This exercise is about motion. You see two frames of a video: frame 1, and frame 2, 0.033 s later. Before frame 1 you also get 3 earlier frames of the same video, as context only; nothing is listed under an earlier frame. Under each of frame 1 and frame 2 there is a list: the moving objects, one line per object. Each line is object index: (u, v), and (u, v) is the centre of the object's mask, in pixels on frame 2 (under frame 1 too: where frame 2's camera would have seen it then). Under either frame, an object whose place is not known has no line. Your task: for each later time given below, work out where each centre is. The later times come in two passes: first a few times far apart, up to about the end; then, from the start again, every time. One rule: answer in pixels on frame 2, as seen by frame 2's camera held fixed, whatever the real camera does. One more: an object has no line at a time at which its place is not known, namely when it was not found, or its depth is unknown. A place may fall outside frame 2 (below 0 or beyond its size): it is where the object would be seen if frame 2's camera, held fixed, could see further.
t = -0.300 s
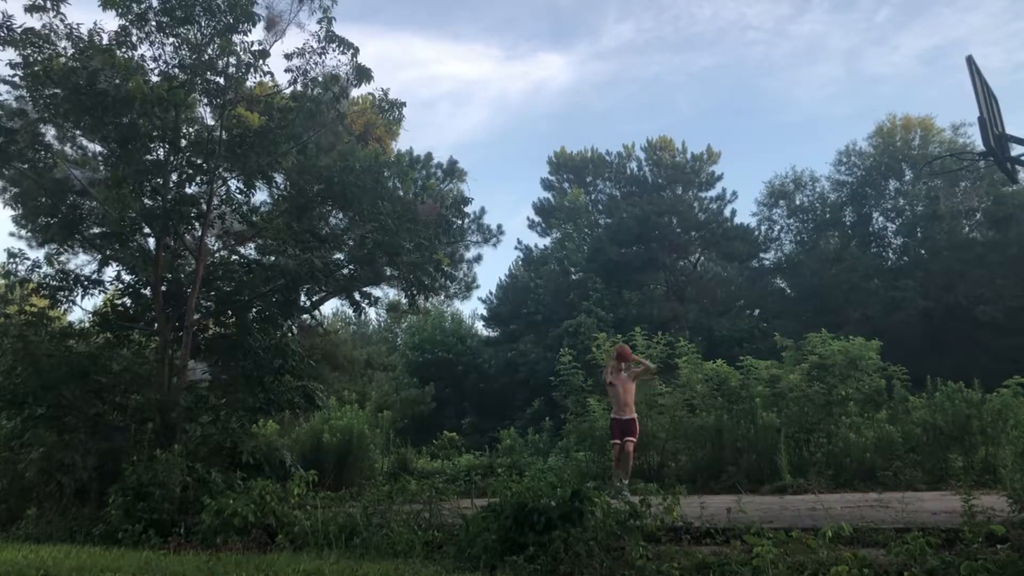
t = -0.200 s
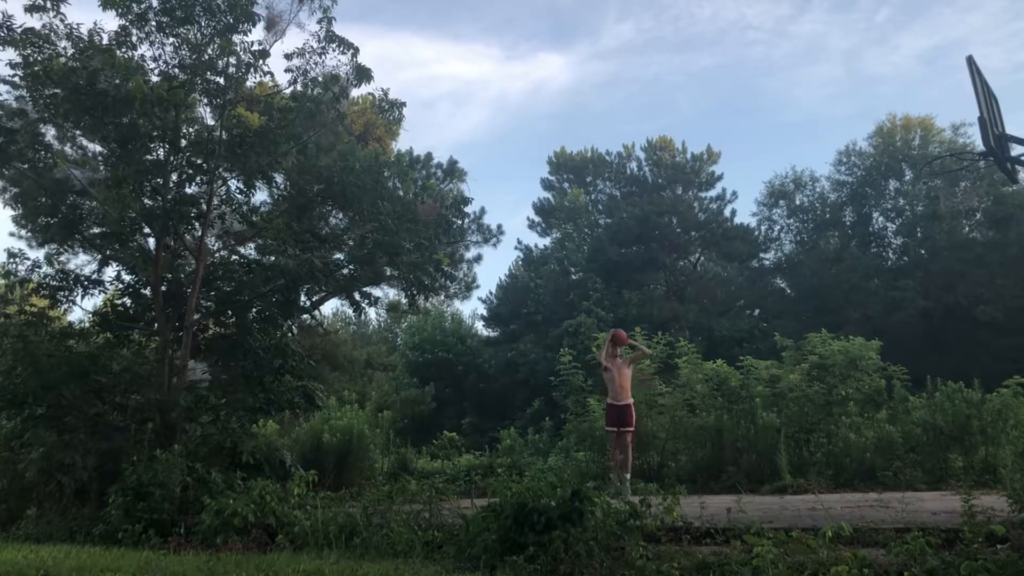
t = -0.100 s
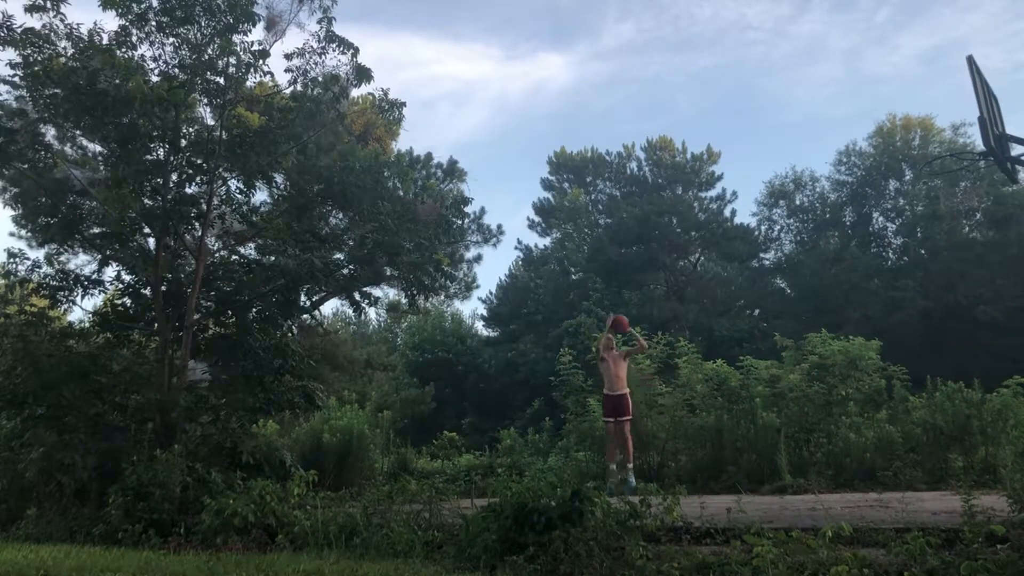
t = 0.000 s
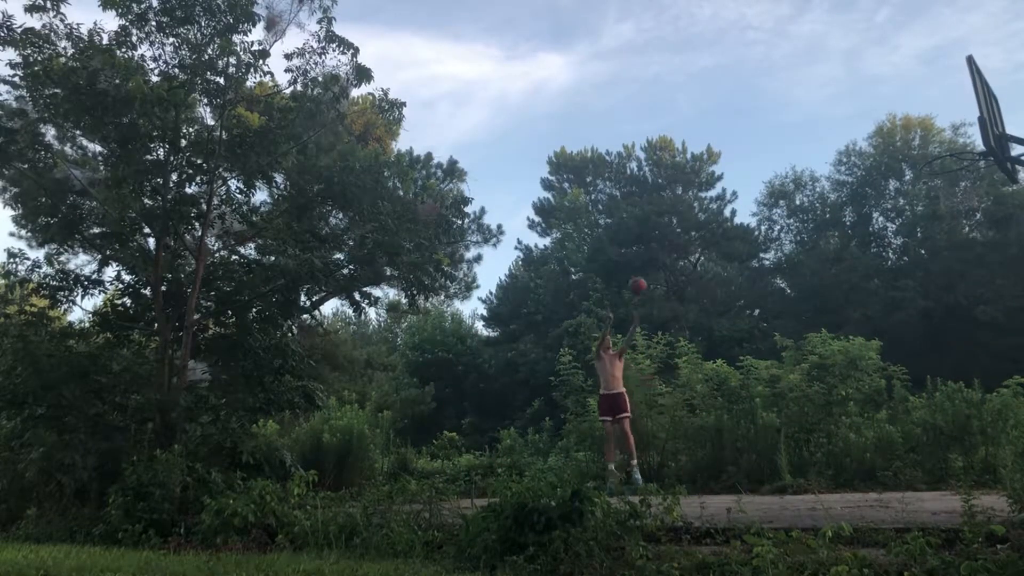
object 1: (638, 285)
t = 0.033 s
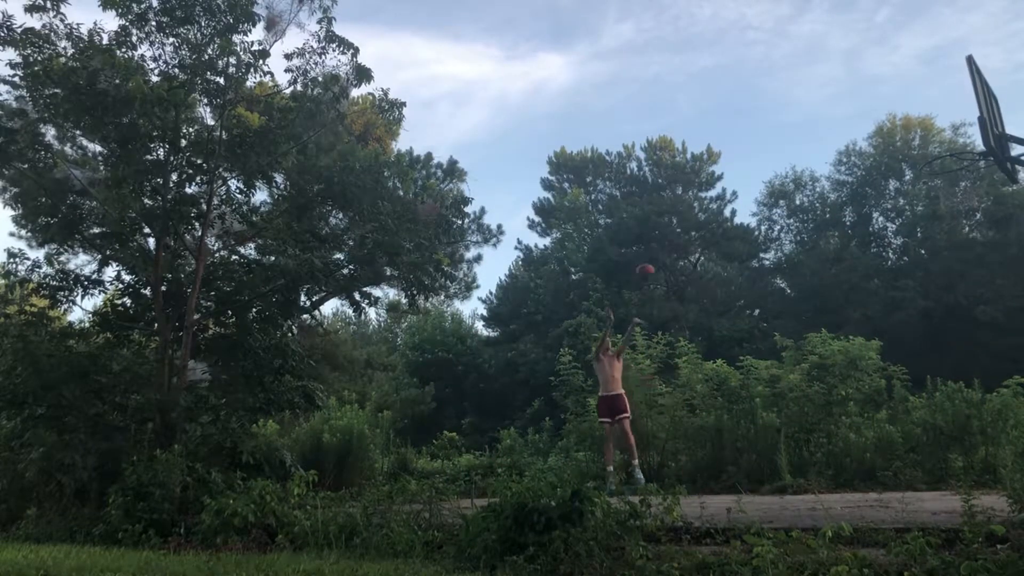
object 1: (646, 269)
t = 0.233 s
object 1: (700, 204)
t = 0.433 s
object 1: (761, 157)
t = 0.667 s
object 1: (849, 141)
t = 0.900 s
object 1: (960, 157)
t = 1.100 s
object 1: (971, 174)
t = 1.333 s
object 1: (964, 218)
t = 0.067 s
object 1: (654, 259)
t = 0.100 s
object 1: (663, 246)
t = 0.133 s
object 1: (674, 233)
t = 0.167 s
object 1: (681, 224)
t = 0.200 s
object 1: (691, 213)
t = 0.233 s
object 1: (700, 204)
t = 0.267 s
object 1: (709, 195)
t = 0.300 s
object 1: (719, 186)
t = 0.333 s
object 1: (729, 177)
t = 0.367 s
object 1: (739, 170)
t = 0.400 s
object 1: (750, 163)
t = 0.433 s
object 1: (761, 157)
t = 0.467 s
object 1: (772, 152)
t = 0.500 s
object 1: (784, 148)
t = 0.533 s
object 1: (796, 145)
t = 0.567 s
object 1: (810, 142)
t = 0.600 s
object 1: (822, 141)
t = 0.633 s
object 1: (835, 140)
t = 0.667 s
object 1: (849, 141)
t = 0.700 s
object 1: (863, 143)
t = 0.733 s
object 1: (877, 145)
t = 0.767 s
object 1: (895, 150)
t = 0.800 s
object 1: (910, 155)
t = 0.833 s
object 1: (927, 160)
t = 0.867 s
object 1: (942, 160)
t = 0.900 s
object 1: (960, 157)
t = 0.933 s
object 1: (954, 161)
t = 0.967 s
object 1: (941, 168)
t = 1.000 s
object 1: (945, 170)
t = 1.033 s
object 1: (956, 171)
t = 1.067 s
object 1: (966, 172)
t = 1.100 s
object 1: (971, 174)
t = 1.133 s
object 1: (974, 180)
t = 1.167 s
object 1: (975, 186)
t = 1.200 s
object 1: (974, 192)
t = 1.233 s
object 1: (972, 200)
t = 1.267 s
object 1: (969, 205)
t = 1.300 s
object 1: (967, 211)
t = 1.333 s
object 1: (964, 218)
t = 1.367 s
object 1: (962, 228)
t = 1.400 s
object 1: (961, 237)
